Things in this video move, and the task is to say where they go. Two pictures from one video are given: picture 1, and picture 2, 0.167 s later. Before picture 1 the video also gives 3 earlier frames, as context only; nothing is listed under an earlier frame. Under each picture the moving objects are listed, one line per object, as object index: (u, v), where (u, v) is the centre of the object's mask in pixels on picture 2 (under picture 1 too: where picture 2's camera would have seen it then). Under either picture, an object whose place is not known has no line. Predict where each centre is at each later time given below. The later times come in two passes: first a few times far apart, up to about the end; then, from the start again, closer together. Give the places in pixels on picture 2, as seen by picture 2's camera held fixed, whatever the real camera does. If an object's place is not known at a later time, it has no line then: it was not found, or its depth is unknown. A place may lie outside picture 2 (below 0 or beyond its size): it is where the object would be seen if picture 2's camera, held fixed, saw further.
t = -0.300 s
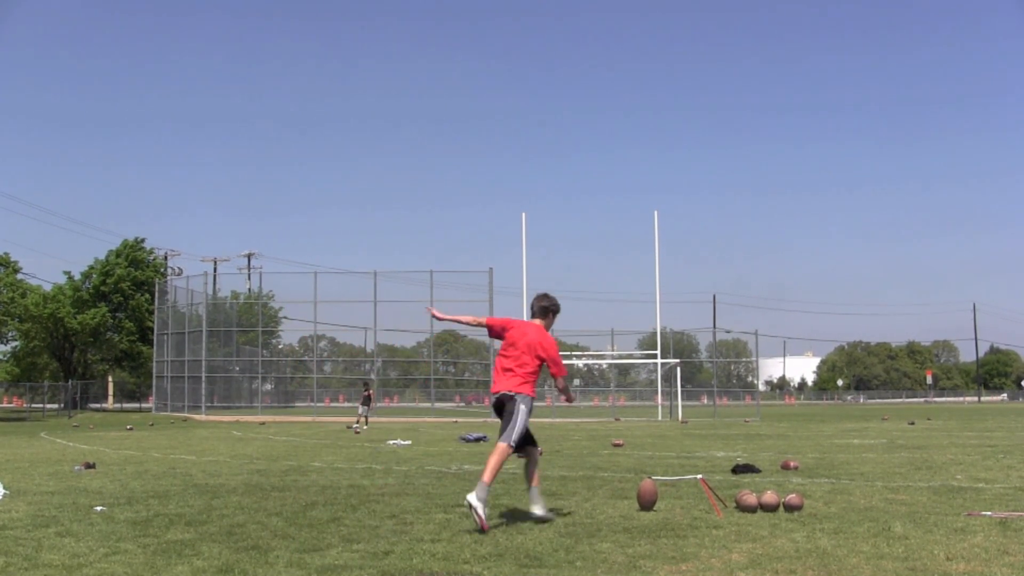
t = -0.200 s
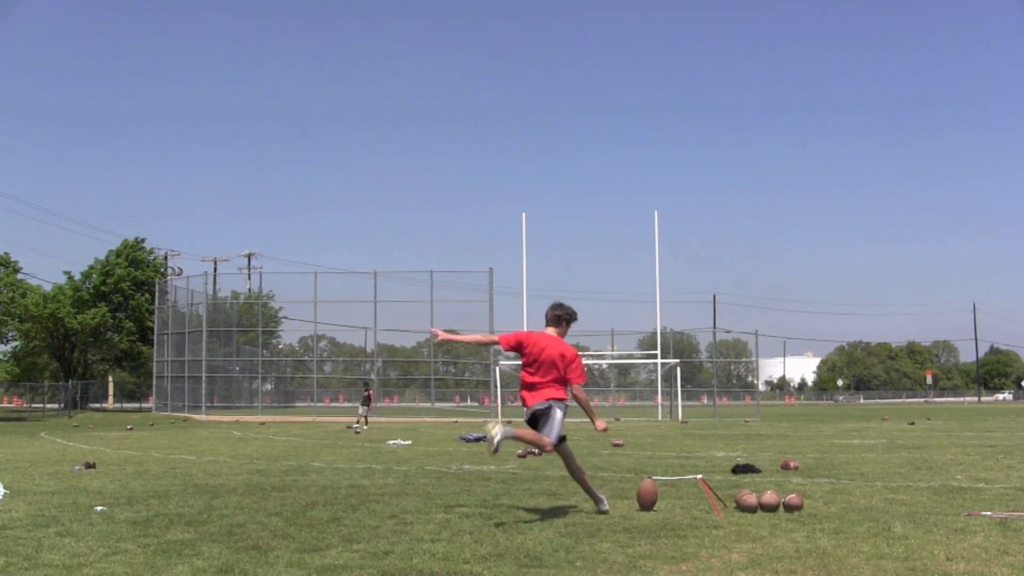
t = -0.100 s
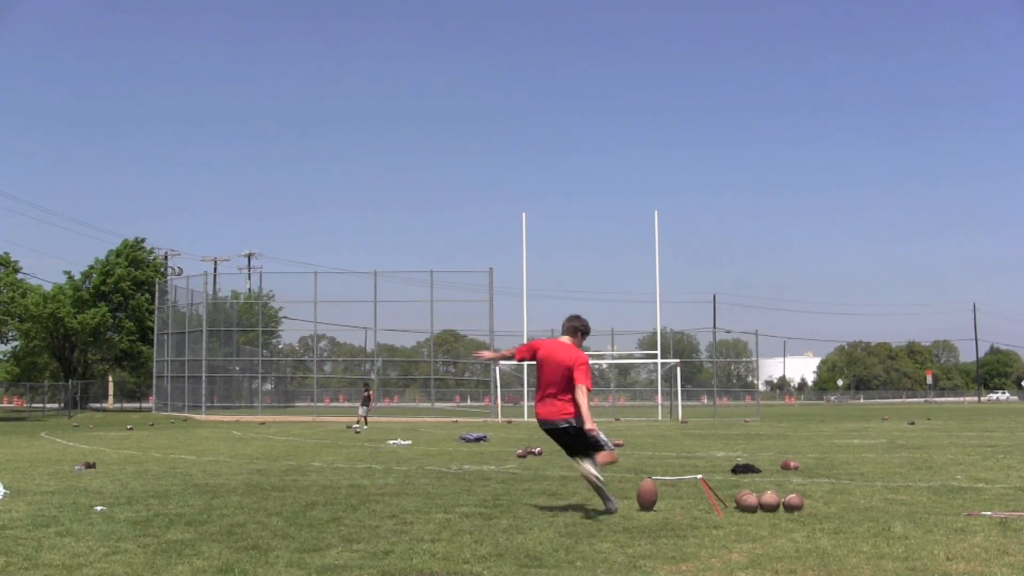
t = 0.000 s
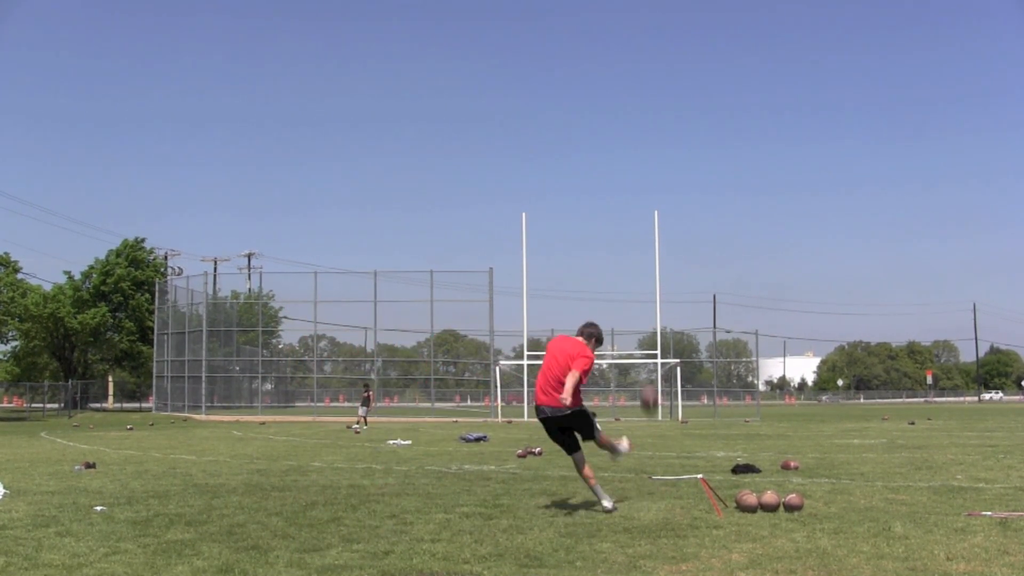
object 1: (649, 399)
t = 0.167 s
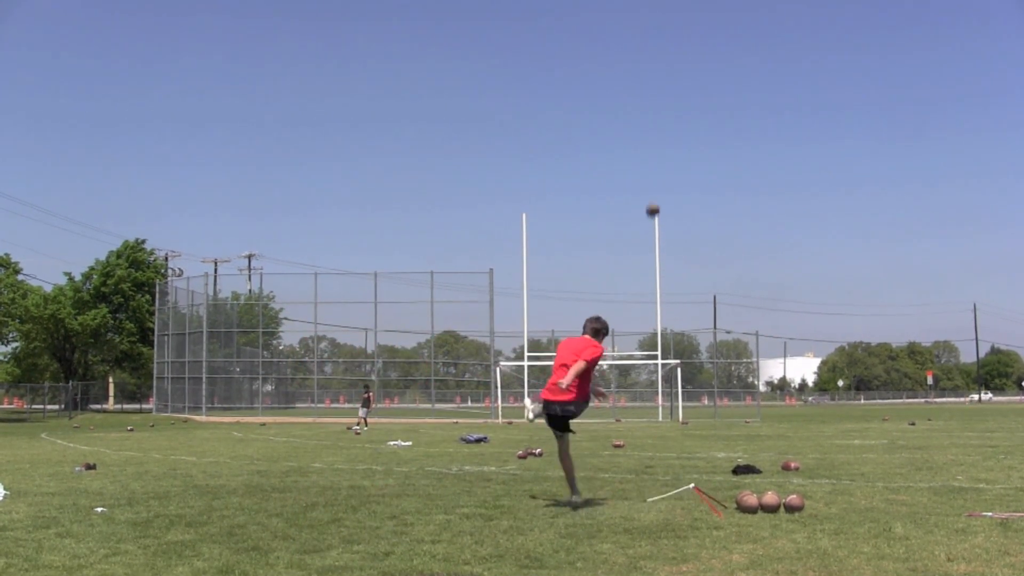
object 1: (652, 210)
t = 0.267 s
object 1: (654, 144)
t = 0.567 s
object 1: (654, 40)
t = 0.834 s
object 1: (650, 9)
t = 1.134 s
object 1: (648, 8)
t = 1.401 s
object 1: (646, 25)
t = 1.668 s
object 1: (642, 57)
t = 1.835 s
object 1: (641, 81)
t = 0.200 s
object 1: (653, 185)
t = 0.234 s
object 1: (653, 163)
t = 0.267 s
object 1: (654, 144)
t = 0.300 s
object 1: (654, 126)
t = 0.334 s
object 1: (654, 110)
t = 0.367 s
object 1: (654, 97)
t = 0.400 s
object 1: (654, 85)
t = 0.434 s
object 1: (654, 73)
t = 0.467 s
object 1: (654, 64)
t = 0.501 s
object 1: (654, 55)
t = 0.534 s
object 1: (654, 47)
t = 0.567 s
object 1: (654, 40)
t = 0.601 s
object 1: (654, 34)
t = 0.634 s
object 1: (653, 28)
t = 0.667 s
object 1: (653, 24)
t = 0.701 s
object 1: (652, 20)
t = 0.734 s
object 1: (652, 16)
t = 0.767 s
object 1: (652, 13)
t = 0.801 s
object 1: (651, 11)
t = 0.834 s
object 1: (650, 9)
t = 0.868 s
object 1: (650, 8)
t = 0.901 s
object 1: (650, 6)
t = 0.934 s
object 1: (649, 5)
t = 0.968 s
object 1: (650, 5)
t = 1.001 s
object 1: (649, 5)
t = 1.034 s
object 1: (649, 5)
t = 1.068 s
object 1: (649, 6)
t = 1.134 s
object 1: (648, 8)
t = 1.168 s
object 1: (648, 9)
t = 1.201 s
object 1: (648, 11)
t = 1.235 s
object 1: (647, 13)
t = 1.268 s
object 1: (647, 14)
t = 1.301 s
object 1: (647, 17)
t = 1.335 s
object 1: (647, 20)
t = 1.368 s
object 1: (646, 23)
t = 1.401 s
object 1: (646, 25)
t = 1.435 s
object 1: (645, 29)
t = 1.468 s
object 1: (645, 32)
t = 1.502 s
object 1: (645, 36)
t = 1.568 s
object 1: (644, 43)
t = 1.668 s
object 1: (642, 57)
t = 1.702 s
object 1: (642, 61)
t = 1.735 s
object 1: (642, 66)
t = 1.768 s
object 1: (642, 71)
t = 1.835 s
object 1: (641, 81)
